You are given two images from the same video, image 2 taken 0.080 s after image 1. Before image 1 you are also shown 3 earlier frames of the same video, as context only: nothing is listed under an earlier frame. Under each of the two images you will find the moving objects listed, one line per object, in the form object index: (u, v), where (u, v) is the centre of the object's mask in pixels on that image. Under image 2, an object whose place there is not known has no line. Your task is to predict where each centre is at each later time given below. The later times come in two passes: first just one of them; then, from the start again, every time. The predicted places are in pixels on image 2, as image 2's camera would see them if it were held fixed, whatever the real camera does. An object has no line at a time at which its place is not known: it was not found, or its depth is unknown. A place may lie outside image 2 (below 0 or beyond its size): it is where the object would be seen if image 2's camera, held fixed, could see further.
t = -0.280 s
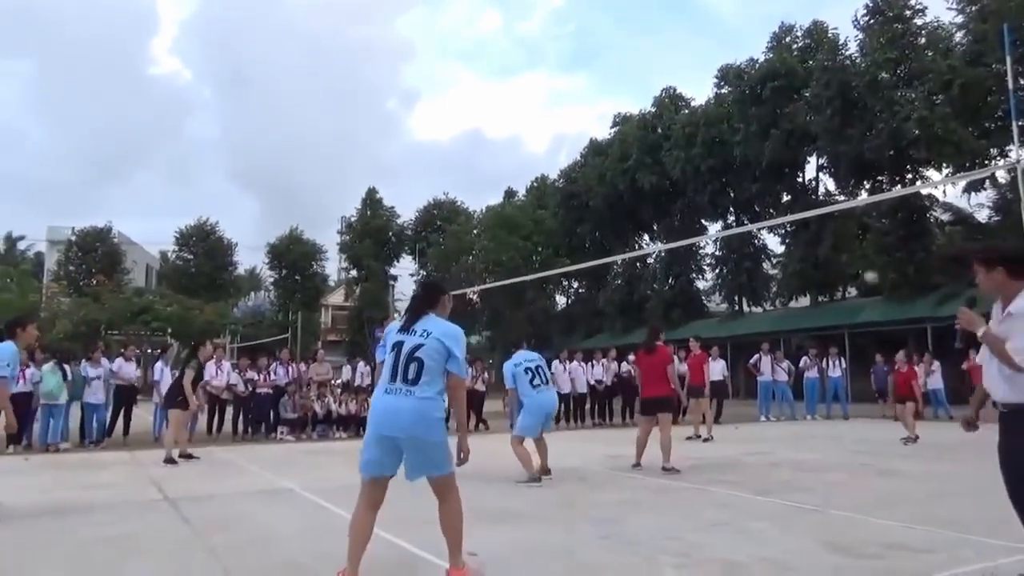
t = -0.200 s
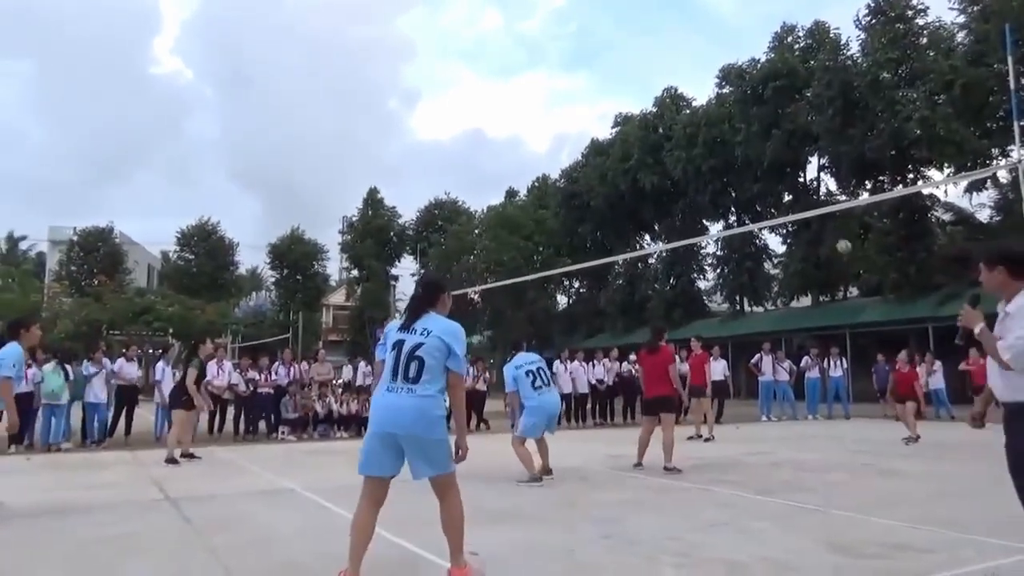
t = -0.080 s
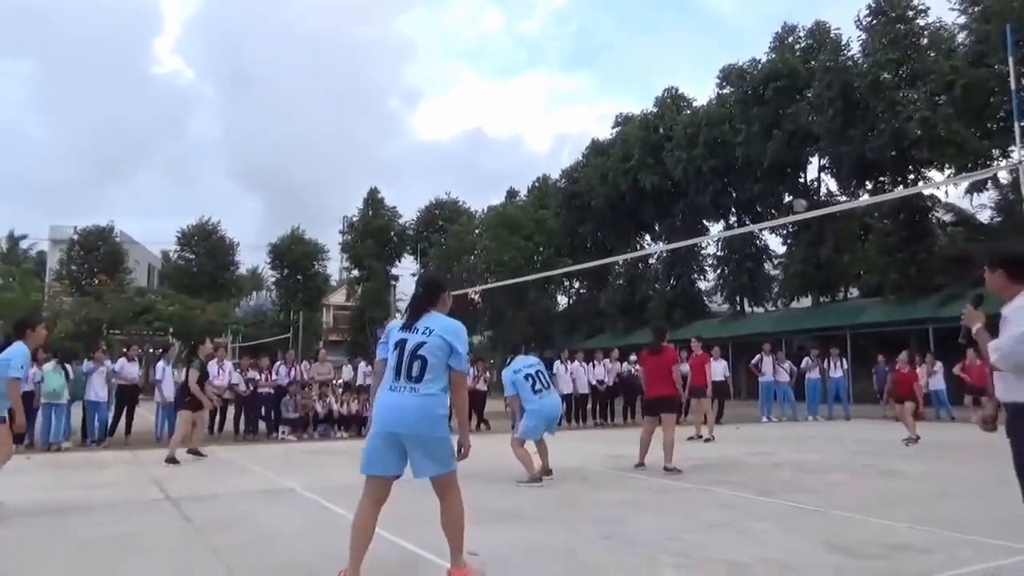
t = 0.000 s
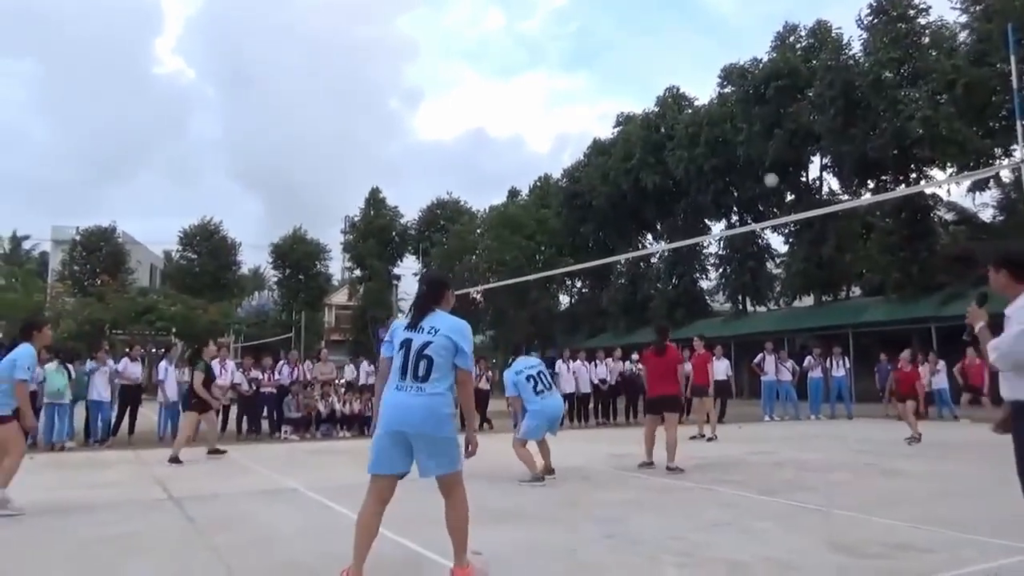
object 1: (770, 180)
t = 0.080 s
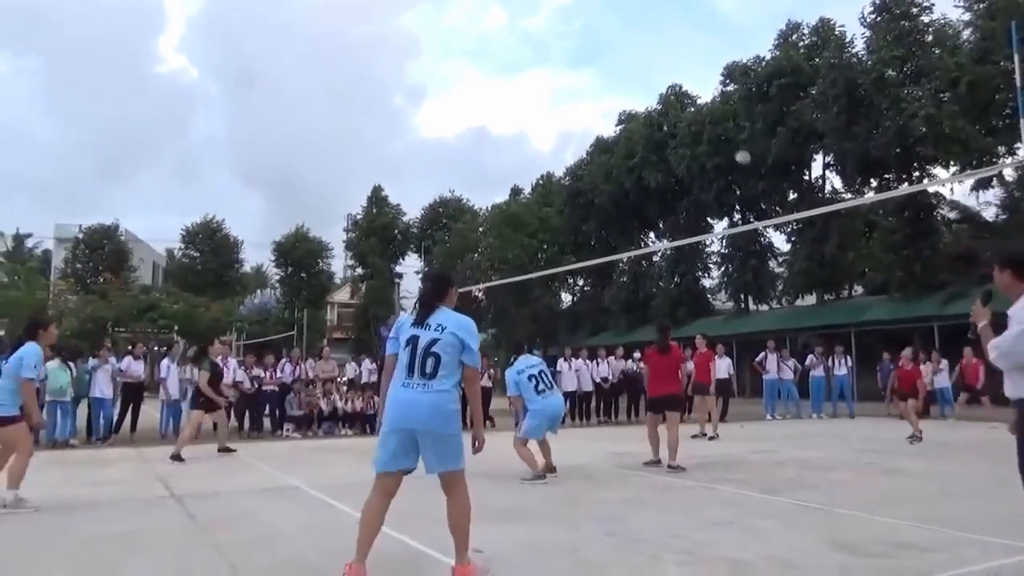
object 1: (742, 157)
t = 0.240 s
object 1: (676, 124)
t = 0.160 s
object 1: (710, 139)
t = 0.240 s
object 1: (676, 124)
